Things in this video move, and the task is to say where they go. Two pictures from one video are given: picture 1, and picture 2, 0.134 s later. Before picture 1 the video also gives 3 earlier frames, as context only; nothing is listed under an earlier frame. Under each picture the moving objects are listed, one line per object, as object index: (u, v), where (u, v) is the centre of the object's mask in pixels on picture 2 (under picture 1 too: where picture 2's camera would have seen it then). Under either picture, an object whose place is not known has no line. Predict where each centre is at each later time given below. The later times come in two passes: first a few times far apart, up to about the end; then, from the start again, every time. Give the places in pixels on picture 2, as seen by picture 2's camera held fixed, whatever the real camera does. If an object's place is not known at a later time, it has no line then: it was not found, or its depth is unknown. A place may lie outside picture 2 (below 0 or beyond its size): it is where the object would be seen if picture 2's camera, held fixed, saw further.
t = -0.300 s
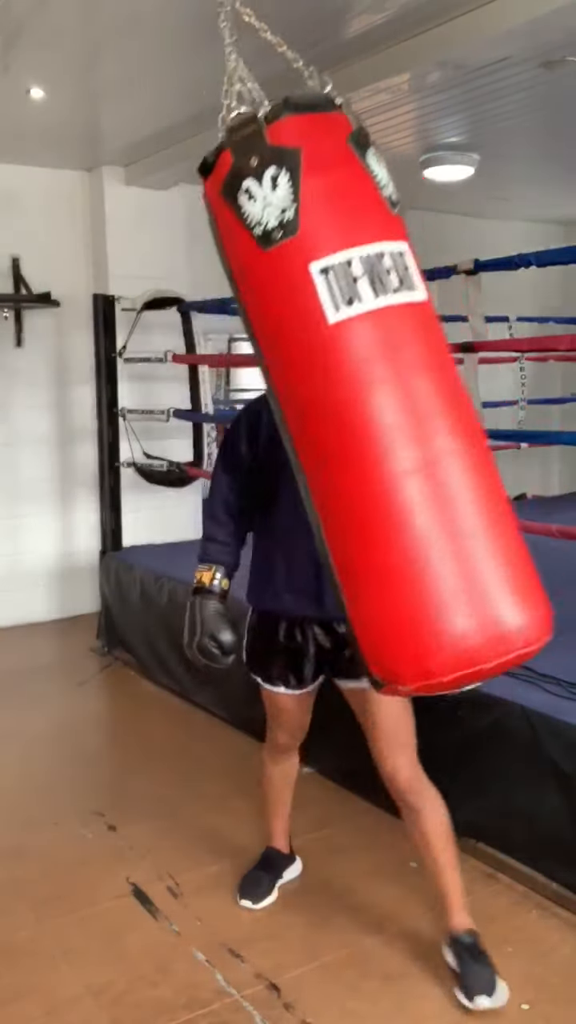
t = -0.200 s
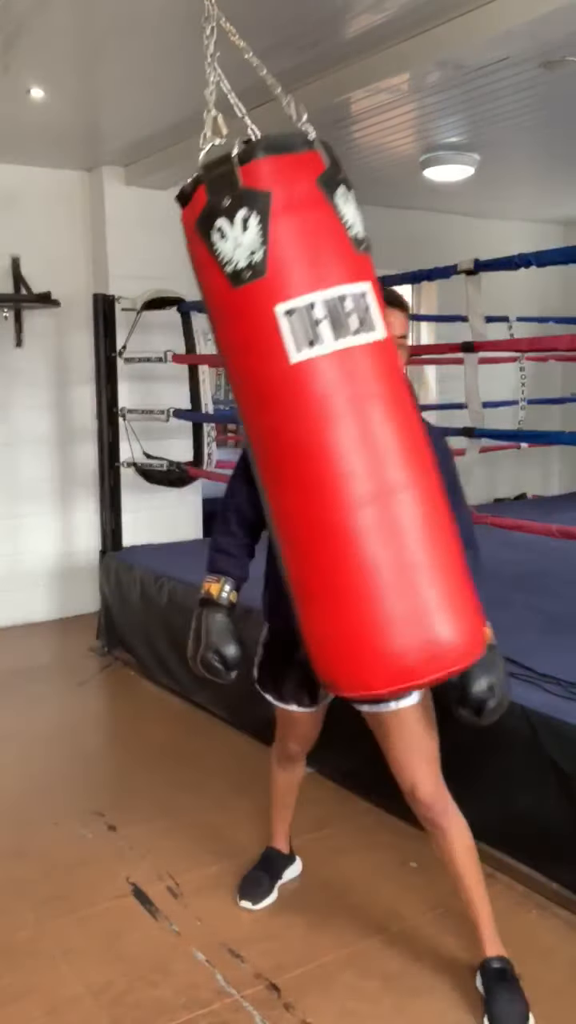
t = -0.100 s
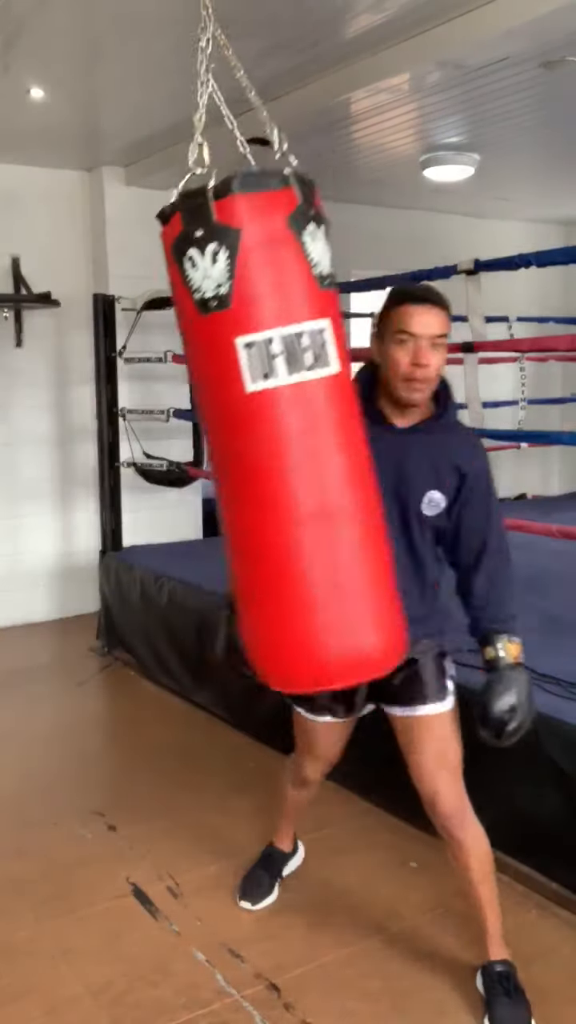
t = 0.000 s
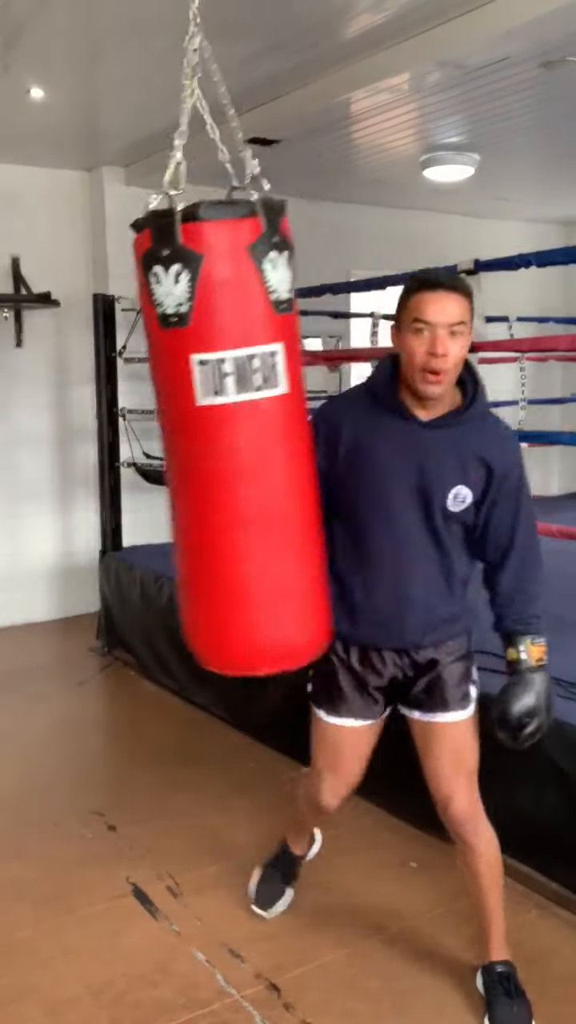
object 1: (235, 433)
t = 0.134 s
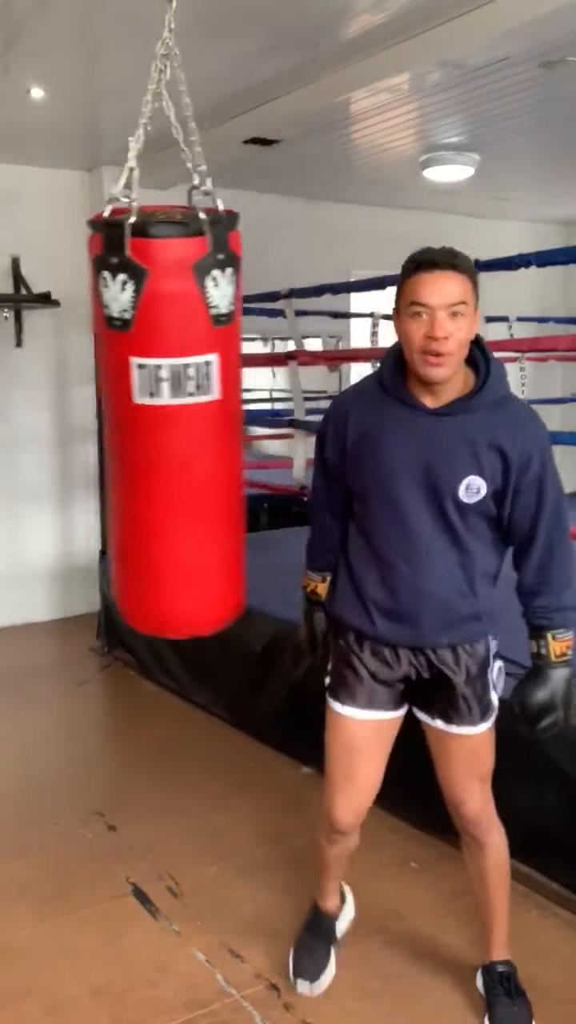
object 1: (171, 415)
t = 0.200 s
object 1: (145, 398)
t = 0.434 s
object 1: (76, 353)
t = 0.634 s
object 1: (59, 334)
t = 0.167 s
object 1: (158, 407)
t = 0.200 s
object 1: (145, 398)
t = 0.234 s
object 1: (132, 391)
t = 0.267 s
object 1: (121, 384)
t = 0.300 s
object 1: (110, 377)
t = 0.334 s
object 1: (100, 370)
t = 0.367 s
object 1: (91, 364)
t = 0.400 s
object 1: (82, 358)
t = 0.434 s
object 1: (76, 353)
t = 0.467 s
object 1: (71, 347)
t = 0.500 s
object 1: (67, 342)
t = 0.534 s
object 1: (64, 338)
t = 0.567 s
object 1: (62, 335)
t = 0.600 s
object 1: (60, 334)
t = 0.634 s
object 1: (59, 334)
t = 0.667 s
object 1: (58, 335)
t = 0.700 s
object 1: (58, 338)
